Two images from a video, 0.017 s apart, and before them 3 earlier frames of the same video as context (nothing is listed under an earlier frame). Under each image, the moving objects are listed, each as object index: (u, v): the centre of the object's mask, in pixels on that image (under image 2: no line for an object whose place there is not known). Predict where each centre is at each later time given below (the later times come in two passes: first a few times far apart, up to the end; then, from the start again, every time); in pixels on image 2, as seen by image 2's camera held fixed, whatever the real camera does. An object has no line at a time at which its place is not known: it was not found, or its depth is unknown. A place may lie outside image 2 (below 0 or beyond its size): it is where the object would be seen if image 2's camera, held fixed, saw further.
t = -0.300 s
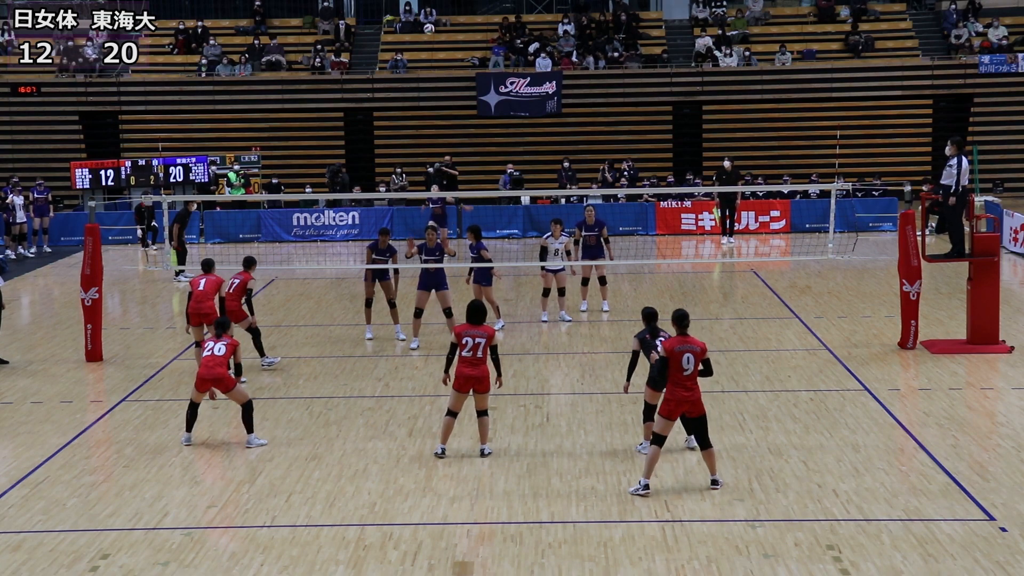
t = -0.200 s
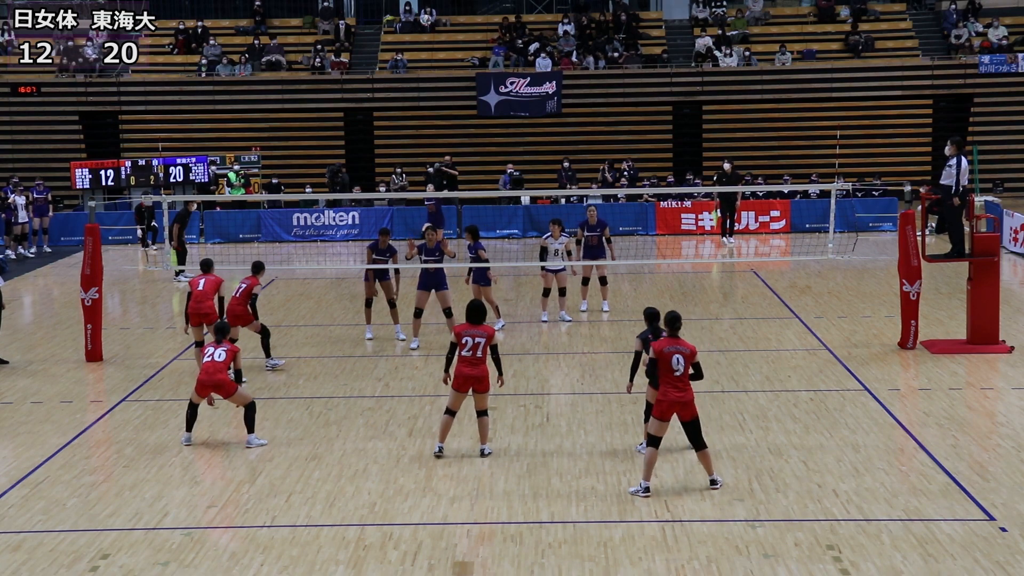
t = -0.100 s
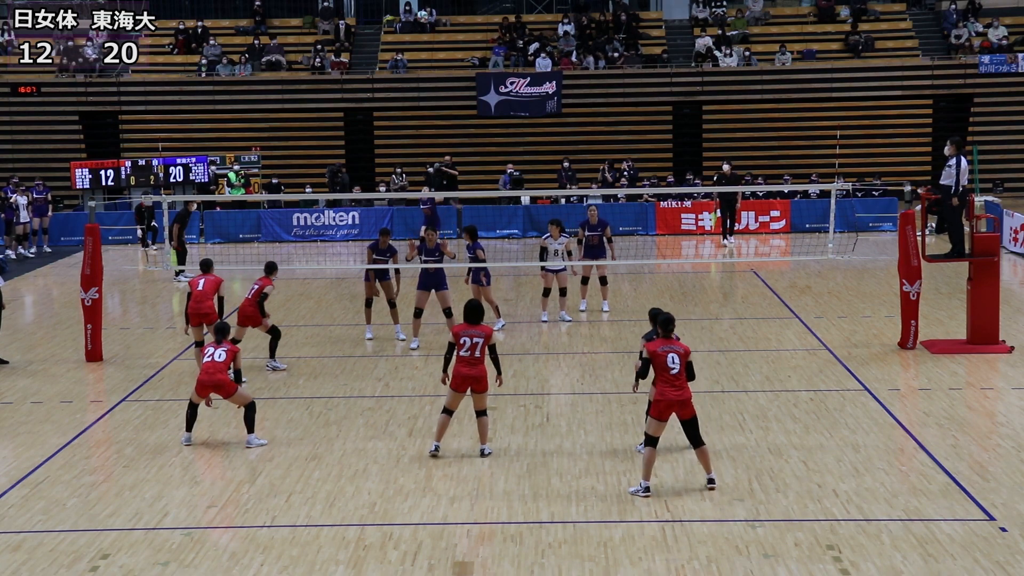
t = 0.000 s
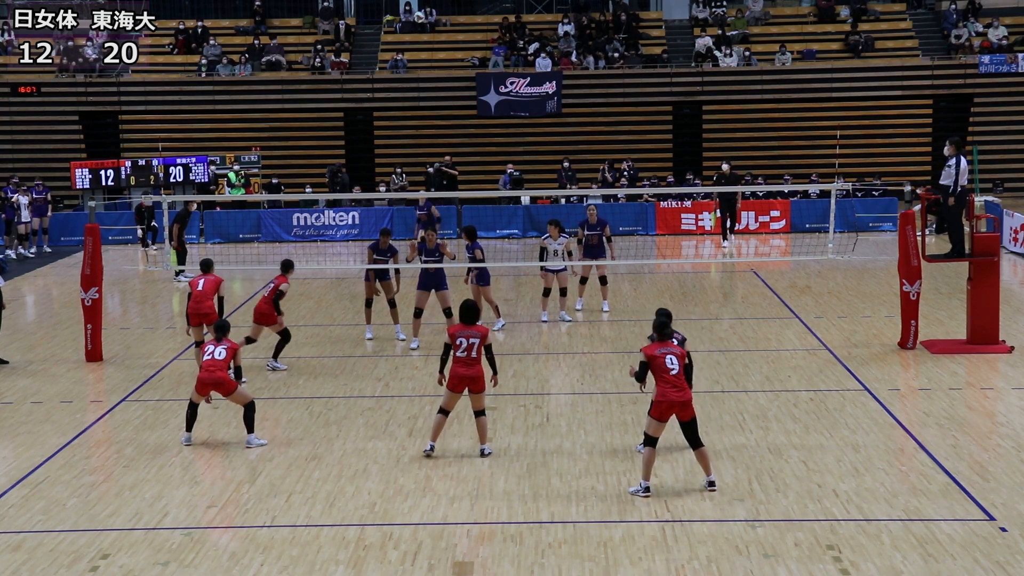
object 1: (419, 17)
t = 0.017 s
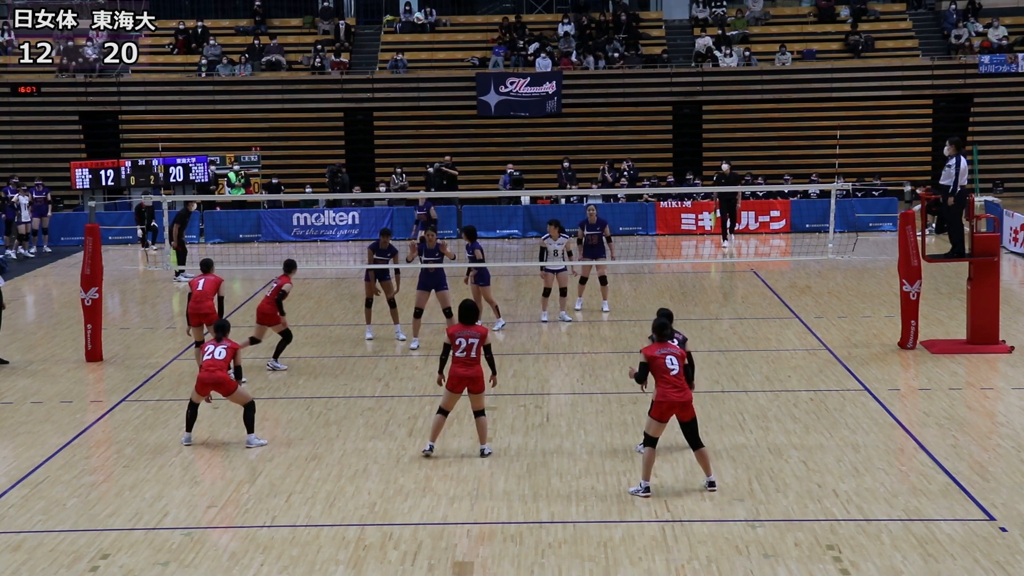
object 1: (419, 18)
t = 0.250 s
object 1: (412, 42)
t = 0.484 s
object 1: (406, 94)
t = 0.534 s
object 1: (405, 109)
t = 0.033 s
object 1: (418, 19)
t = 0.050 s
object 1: (418, 20)
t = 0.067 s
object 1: (417, 20)
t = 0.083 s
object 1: (417, 22)
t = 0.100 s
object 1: (416, 23)
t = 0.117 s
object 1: (416, 25)
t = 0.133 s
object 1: (415, 27)
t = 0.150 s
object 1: (415, 28)
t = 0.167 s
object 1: (414, 30)
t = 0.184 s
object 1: (414, 32)
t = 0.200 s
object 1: (414, 34)
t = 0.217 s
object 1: (413, 37)
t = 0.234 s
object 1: (412, 39)
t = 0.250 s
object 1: (412, 42)
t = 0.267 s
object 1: (412, 45)
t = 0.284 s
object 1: (411, 47)
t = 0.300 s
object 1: (411, 50)
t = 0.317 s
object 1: (411, 54)
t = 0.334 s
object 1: (410, 57)
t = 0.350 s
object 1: (410, 61)
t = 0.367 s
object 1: (409, 65)
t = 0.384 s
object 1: (409, 68)
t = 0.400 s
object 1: (408, 73)
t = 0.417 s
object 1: (408, 77)
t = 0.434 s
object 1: (408, 81)
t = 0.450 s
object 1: (407, 85)
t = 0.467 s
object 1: (407, 89)
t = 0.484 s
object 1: (406, 94)
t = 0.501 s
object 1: (406, 99)
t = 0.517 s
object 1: (406, 104)
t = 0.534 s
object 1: (405, 109)
